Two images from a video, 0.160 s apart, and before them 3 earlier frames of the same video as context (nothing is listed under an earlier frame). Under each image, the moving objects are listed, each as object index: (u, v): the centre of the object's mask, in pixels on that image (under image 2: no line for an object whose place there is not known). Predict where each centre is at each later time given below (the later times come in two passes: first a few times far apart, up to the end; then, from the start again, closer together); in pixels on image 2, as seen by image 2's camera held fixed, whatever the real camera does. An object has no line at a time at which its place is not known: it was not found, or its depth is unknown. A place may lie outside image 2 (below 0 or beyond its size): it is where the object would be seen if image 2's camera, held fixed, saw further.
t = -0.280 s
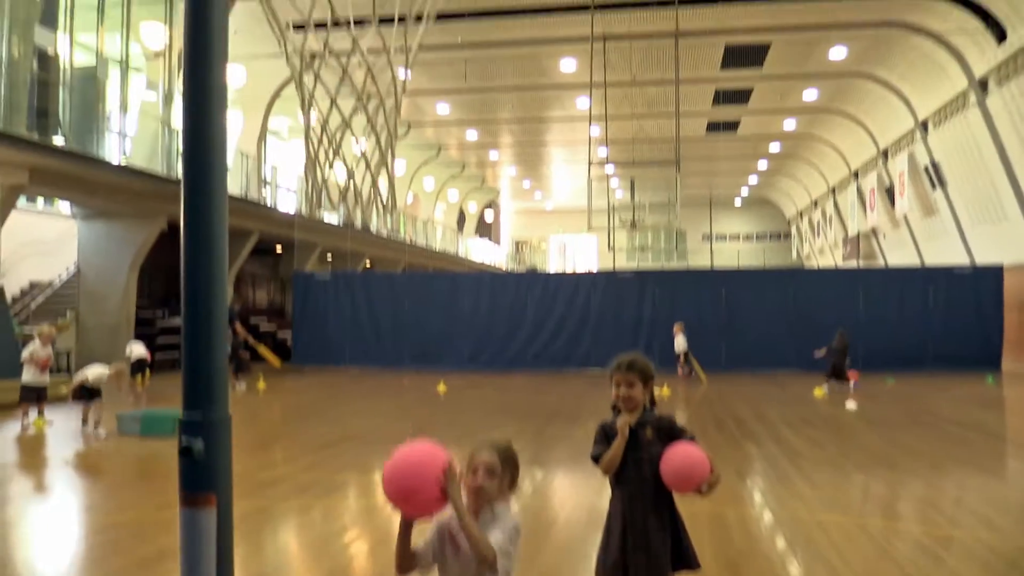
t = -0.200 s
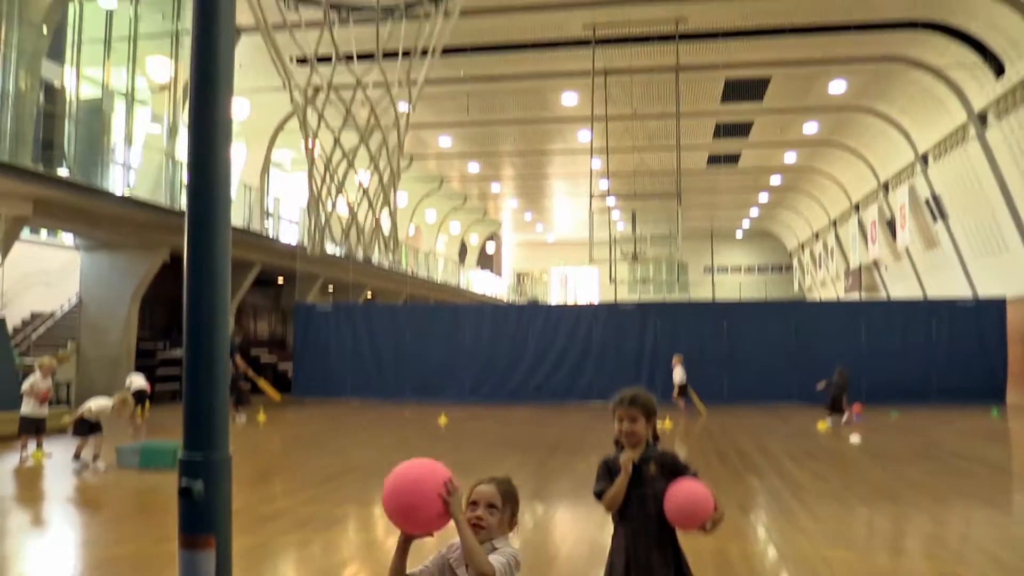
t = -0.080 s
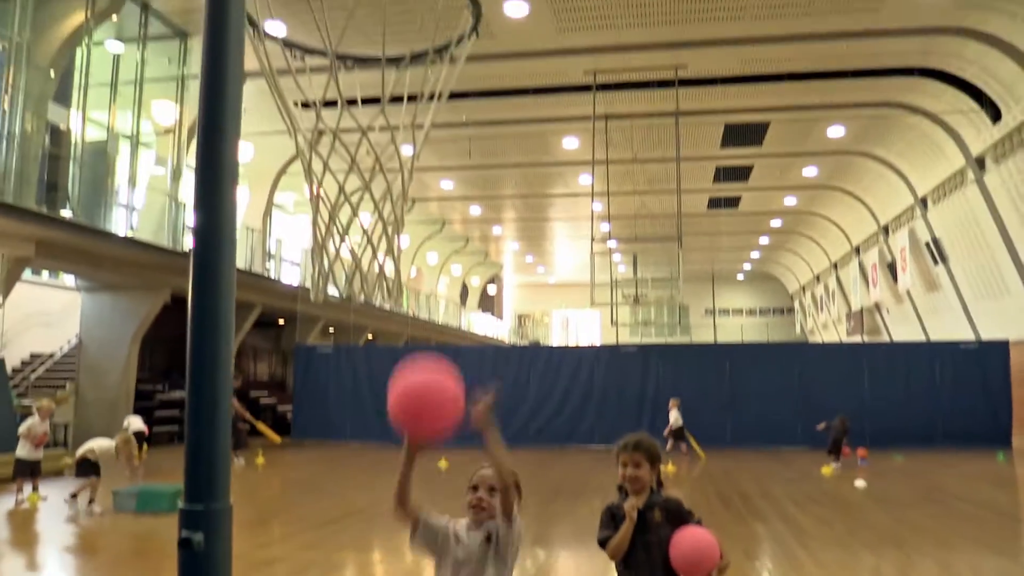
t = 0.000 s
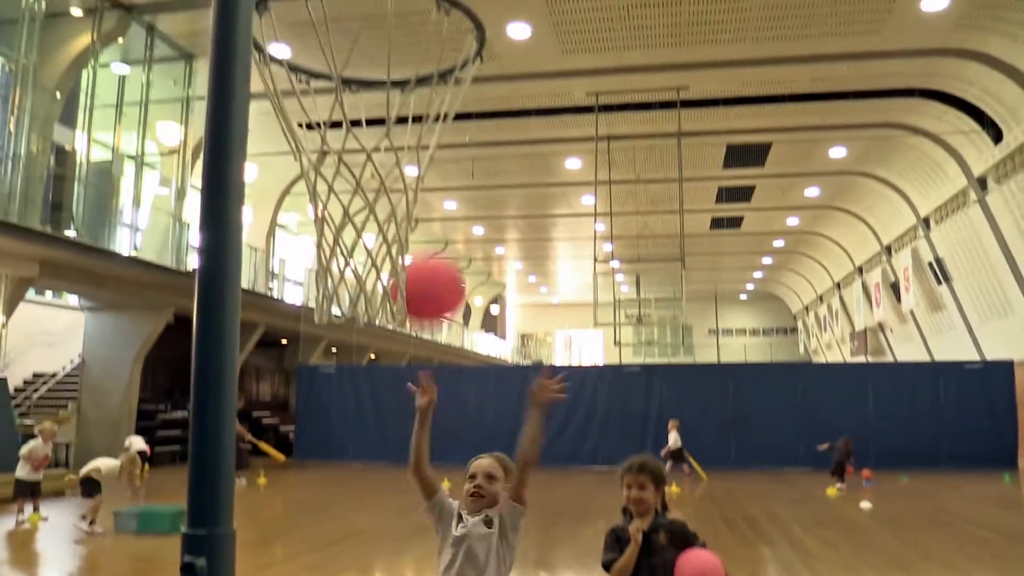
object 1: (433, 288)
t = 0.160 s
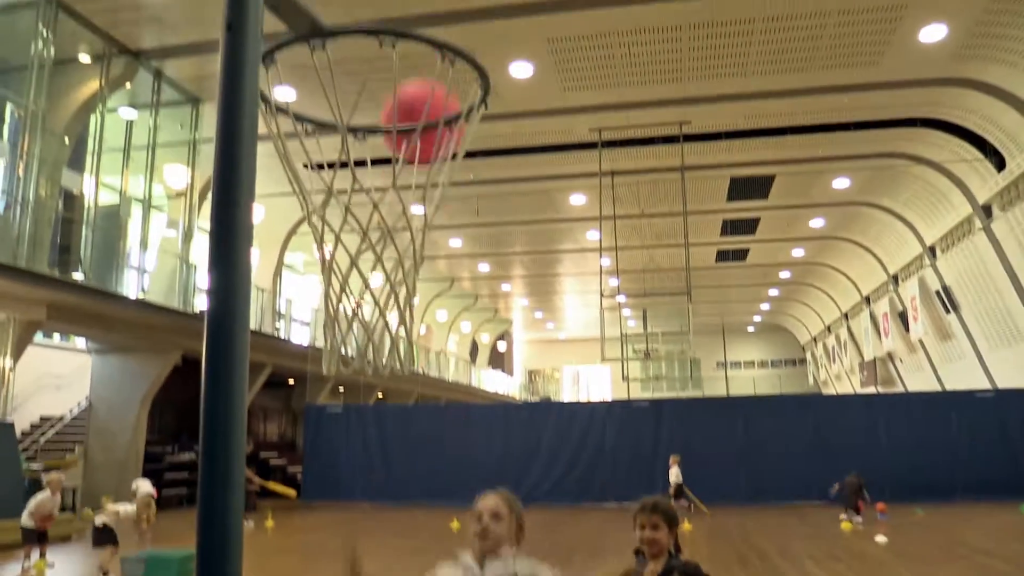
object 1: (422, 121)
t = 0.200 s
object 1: (419, 85)
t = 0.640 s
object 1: (379, -3)
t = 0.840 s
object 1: (368, 159)
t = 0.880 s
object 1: (373, 180)
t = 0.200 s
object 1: (419, 85)
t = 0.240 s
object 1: (417, 46)
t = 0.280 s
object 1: (417, 8)
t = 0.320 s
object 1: (413, -13)
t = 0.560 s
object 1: (391, -49)
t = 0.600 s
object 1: (387, -30)
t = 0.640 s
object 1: (379, -3)
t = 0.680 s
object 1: (372, 34)
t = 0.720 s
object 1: (368, 77)
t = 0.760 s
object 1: (364, 122)
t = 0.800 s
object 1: (362, 148)
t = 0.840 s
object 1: (368, 159)
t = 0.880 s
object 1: (373, 180)
